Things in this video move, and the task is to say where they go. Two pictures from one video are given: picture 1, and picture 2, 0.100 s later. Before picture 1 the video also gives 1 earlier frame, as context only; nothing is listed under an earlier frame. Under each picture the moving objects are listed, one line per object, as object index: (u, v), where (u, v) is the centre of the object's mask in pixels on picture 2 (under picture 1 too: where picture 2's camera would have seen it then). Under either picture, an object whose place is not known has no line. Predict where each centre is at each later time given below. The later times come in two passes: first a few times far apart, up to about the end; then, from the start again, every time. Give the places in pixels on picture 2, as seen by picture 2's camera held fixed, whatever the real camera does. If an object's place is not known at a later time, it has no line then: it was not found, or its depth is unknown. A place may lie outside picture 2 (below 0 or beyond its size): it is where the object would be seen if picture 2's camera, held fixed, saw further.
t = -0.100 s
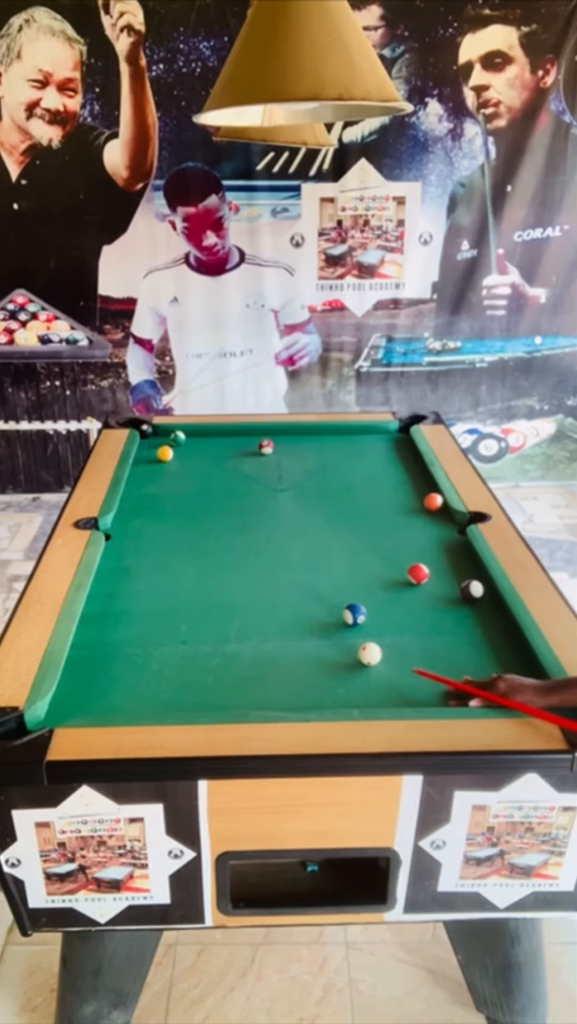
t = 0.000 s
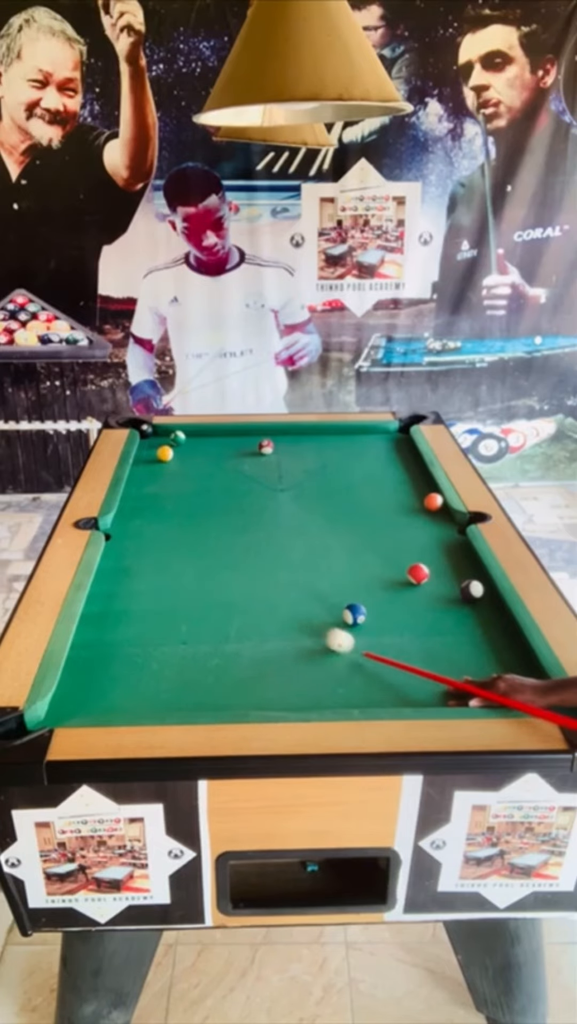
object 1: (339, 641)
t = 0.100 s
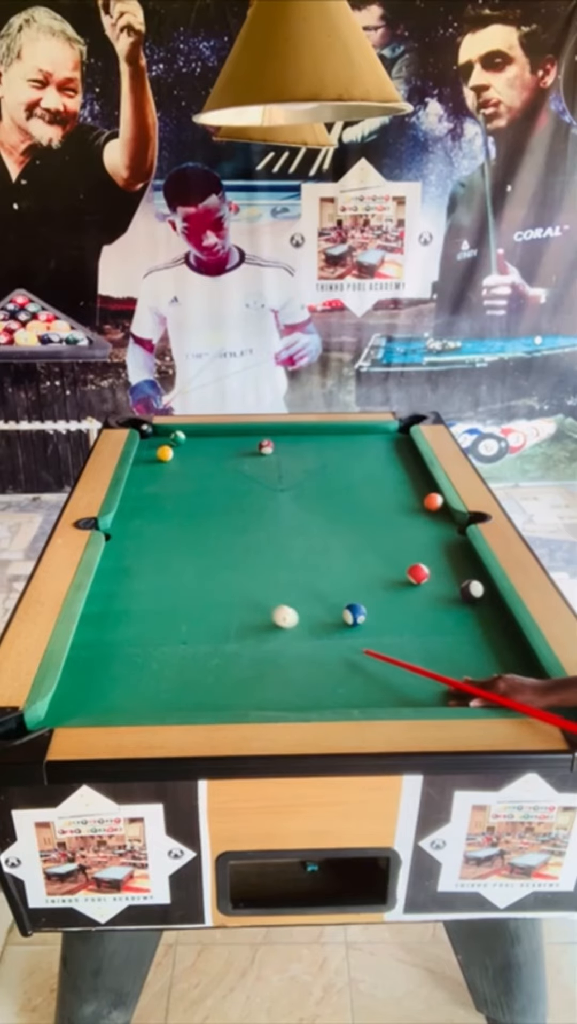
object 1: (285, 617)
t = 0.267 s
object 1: (223, 589)
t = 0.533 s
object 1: (154, 558)
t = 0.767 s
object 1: (116, 533)
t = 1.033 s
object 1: (128, 505)
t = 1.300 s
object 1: (138, 481)
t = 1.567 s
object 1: (147, 461)
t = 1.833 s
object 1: (154, 443)
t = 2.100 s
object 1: (157, 433)
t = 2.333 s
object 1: (152, 439)
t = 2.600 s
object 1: (146, 445)
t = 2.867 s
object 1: (144, 451)
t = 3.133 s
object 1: (144, 456)
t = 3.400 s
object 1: (144, 461)
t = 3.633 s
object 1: (144, 464)
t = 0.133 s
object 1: (270, 610)
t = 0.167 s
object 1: (256, 604)
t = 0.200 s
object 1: (244, 599)
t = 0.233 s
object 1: (233, 594)
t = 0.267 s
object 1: (223, 589)
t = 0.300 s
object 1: (214, 585)
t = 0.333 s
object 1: (204, 581)
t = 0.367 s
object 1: (196, 577)
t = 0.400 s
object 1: (187, 573)
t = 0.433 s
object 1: (178, 569)
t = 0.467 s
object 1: (170, 565)
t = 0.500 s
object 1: (162, 562)
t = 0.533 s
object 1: (154, 558)
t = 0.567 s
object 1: (146, 554)
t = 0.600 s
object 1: (138, 551)
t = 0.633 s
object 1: (130, 547)
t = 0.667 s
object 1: (123, 544)
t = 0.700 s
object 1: (116, 541)
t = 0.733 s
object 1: (114, 537)
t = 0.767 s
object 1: (116, 533)
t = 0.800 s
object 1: (117, 529)
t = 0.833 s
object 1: (119, 526)
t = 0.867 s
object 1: (120, 522)
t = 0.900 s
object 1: (122, 518)
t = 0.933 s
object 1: (124, 515)
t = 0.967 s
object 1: (125, 511)
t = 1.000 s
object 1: (127, 508)
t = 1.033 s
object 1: (128, 505)
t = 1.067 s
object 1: (129, 502)
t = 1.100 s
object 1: (130, 498)
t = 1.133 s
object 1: (132, 495)
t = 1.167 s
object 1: (133, 492)
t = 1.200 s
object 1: (134, 489)
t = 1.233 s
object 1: (136, 487)
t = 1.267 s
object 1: (137, 484)
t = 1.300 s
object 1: (138, 481)
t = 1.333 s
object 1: (139, 478)
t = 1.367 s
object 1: (140, 476)
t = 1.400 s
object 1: (141, 473)
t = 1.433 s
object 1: (142, 471)
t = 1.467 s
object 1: (144, 468)
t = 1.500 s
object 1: (145, 466)
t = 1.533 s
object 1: (146, 463)
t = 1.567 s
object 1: (147, 461)
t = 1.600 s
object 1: (147, 458)
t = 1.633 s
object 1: (148, 456)
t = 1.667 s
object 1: (149, 454)
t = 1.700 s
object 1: (150, 451)
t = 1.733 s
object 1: (151, 449)
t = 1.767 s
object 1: (152, 447)
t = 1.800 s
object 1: (153, 445)
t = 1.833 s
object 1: (154, 443)
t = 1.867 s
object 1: (155, 441)
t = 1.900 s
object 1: (155, 439)
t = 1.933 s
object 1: (156, 438)
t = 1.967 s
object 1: (157, 436)
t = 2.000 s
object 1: (158, 434)
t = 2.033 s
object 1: (159, 432)
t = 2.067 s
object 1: (158, 432)
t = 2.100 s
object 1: (157, 433)
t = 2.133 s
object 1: (157, 434)
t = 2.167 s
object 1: (156, 435)
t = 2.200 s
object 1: (155, 436)
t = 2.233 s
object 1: (154, 436)
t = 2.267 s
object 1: (154, 437)
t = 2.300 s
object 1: (153, 438)
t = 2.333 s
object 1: (152, 439)
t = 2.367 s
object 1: (151, 440)
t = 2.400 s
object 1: (150, 440)
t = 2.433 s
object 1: (150, 441)
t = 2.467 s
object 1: (149, 442)
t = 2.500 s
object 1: (148, 443)
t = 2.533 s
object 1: (148, 444)
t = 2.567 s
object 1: (147, 444)
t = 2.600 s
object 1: (146, 445)
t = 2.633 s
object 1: (145, 446)
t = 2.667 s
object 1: (145, 447)
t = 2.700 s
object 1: (144, 448)
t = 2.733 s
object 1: (144, 448)
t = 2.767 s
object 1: (144, 449)
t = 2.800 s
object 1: (144, 450)
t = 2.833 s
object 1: (144, 450)
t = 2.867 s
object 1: (144, 451)
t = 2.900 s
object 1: (144, 452)
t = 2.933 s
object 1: (144, 452)
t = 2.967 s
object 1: (144, 453)
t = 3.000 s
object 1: (144, 454)
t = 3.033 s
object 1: (144, 454)
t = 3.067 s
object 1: (144, 455)
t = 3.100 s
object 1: (144, 455)
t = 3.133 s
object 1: (144, 456)
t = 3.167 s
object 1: (144, 457)
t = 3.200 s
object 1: (144, 457)
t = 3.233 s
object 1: (144, 458)
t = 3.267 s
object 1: (145, 458)
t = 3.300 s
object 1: (145, 459)
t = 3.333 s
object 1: (145, 459)
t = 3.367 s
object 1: (145, 460)
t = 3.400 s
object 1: (144, 461)
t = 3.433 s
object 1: (144, 461)
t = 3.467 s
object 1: (144, 462)
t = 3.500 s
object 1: (144, 462)
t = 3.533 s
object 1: (144, 463)
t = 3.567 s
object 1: (144, 463)
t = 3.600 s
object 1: (144, 464)
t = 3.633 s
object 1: (144, 464)
